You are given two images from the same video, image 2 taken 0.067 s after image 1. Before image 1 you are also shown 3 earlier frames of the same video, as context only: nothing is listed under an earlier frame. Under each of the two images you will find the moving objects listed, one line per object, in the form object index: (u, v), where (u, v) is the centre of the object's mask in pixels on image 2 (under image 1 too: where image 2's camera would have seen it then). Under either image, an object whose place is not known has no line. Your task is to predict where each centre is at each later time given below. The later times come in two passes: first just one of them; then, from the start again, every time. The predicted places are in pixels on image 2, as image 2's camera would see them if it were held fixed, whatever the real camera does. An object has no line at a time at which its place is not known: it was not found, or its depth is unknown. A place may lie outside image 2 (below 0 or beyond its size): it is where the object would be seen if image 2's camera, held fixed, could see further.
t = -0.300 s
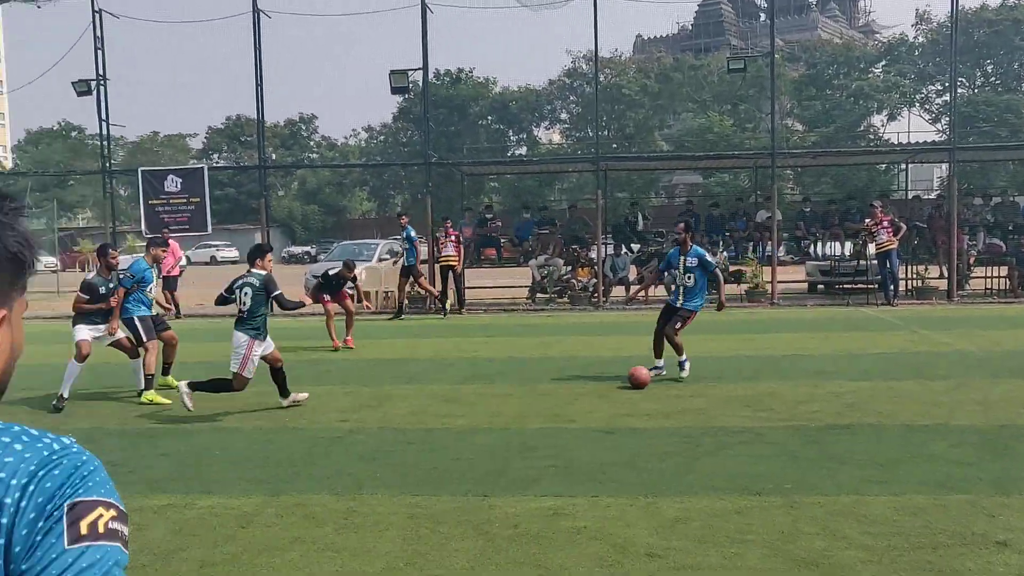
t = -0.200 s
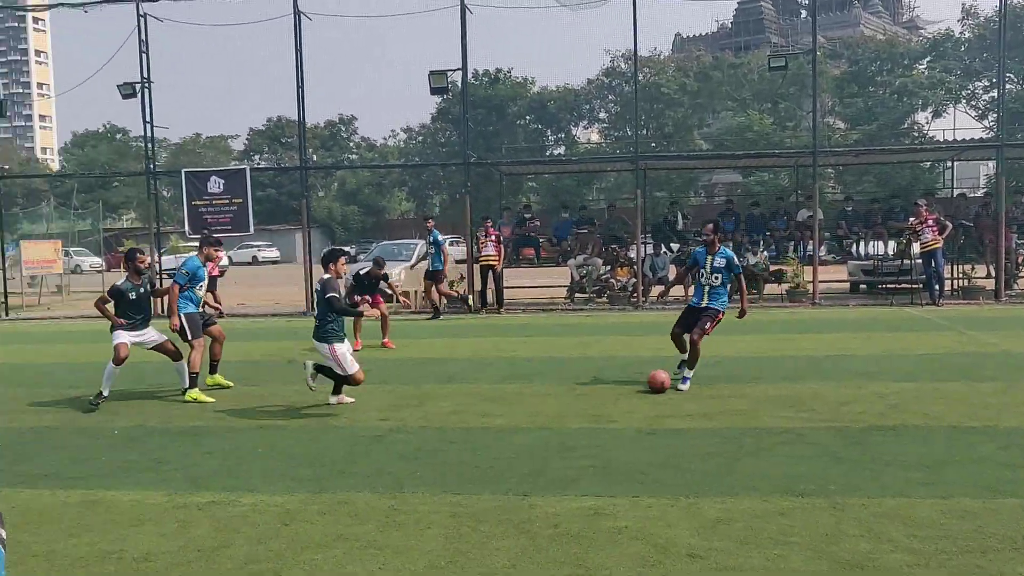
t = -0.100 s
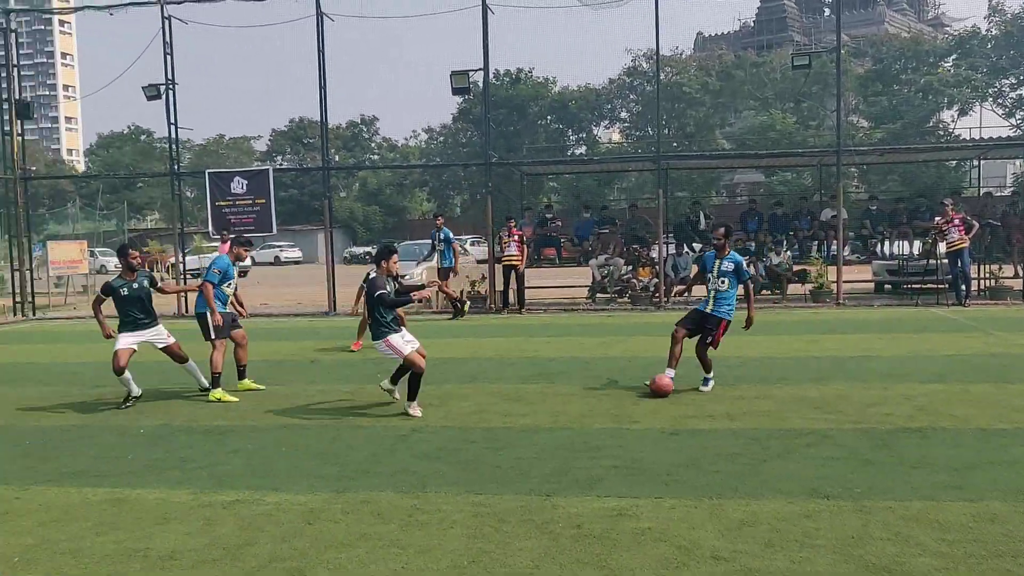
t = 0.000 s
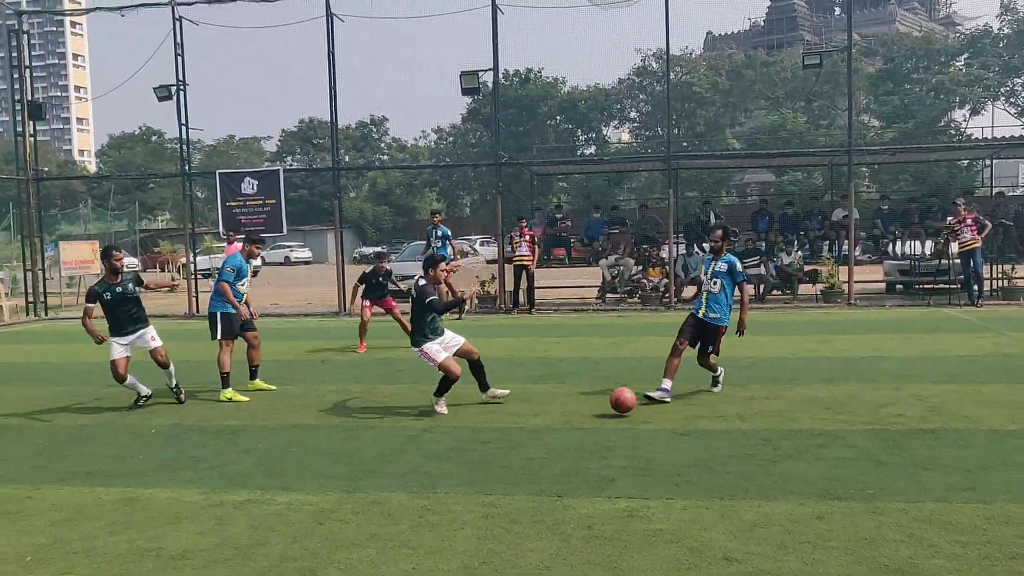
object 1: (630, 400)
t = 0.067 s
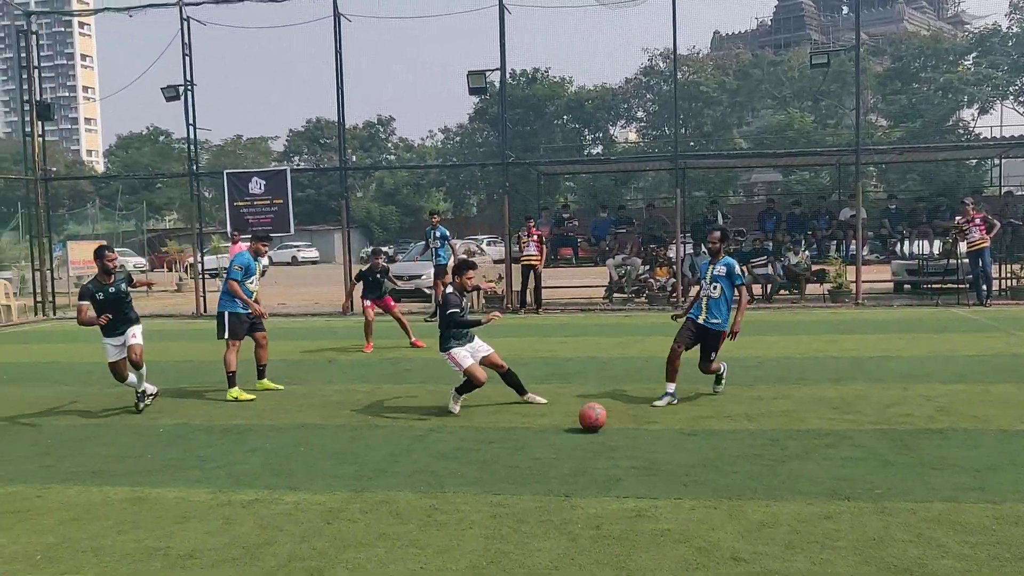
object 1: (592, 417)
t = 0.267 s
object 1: (463, 465)
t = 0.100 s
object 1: (572, 424)
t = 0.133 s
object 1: (553, 430)
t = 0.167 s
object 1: (533, 437)
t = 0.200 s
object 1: (511, 445)
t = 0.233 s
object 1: (487, 456)
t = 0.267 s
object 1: (463, 465)
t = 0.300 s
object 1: (440, 468)
